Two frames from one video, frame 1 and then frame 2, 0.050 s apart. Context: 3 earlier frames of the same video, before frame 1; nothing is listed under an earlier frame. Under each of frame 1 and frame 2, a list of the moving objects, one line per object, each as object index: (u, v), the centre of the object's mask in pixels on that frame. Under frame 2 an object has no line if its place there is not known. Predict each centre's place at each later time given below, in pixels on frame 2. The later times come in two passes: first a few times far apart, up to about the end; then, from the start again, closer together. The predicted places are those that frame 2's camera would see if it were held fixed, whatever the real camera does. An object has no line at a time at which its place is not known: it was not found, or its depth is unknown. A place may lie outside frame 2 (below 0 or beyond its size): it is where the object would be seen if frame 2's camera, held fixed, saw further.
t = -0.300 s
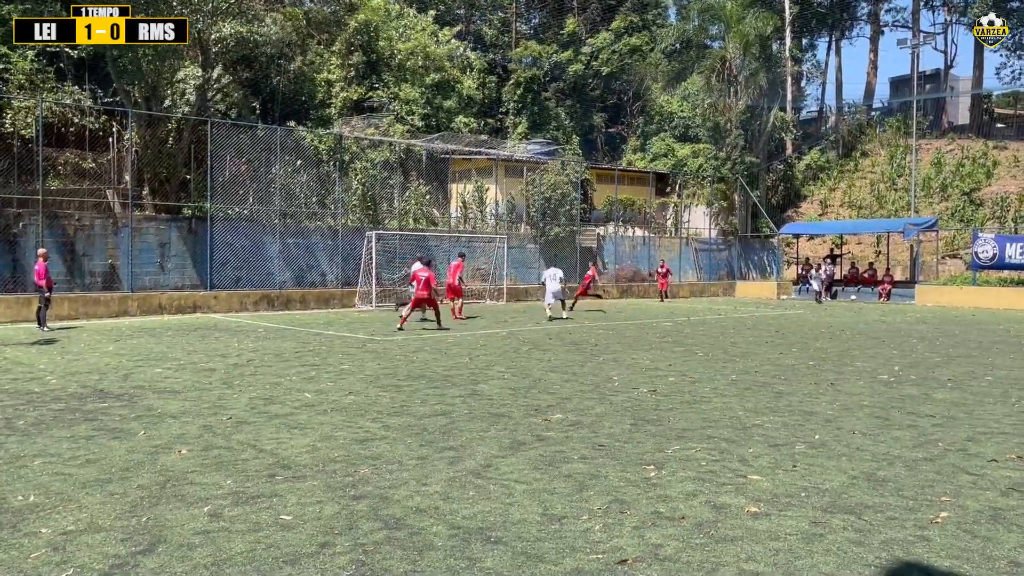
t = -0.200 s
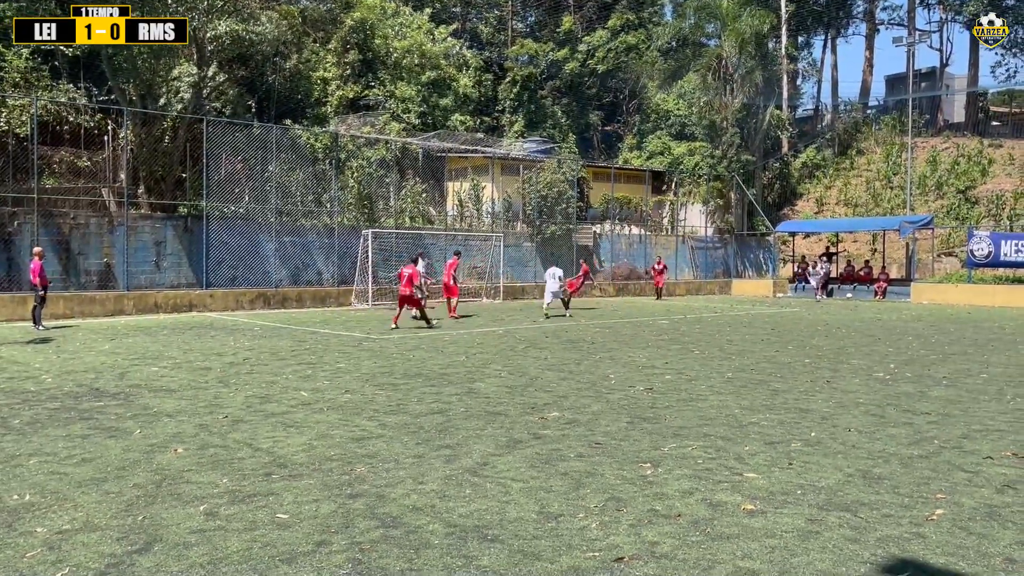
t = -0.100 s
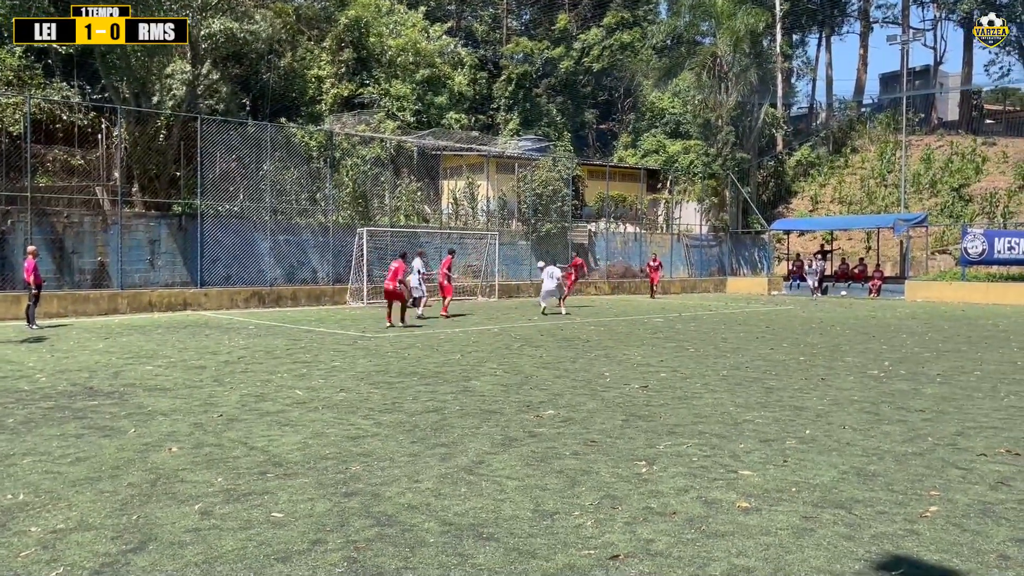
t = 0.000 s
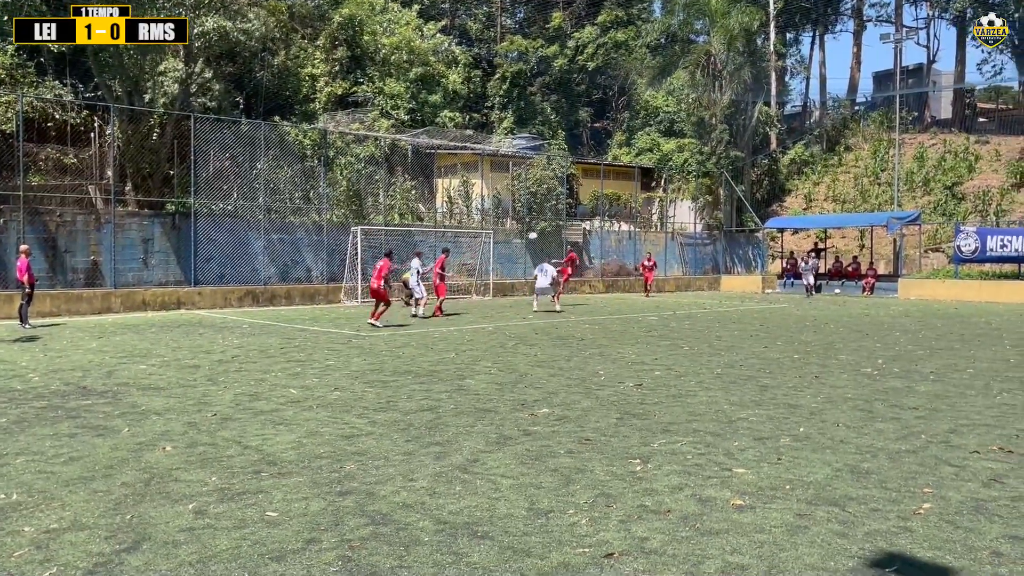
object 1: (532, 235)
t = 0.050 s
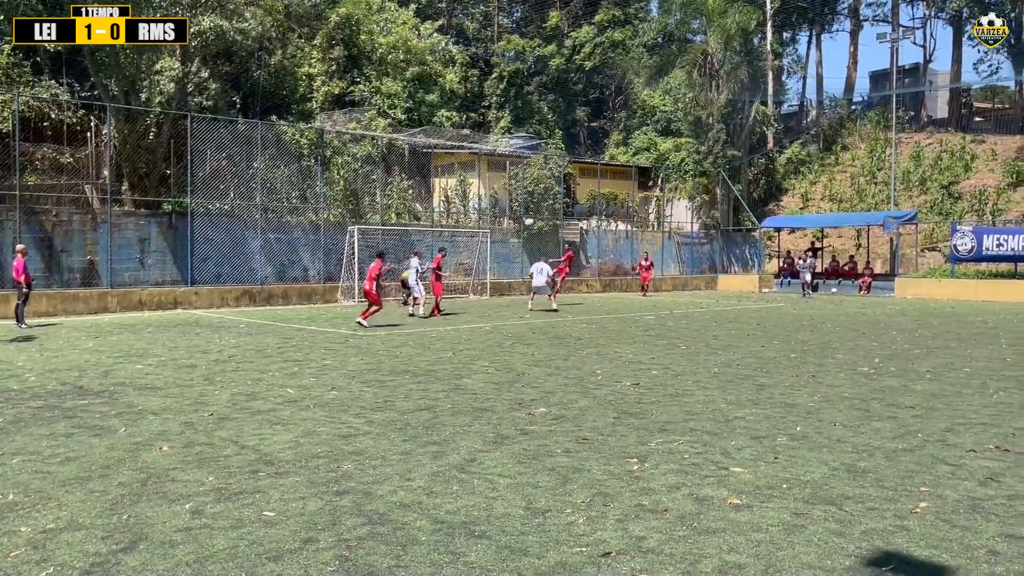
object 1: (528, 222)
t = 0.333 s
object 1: (527, 152)
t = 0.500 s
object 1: (532, 121)
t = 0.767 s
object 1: (548, 89)
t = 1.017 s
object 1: (589, 123)
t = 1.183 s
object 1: (653, 244)
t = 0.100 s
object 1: (528, 209)
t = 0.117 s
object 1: (528, 204)
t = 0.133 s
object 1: (528, 201)
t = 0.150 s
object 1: (527, 197)
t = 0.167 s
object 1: (527, 192)
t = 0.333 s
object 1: (527, 152)
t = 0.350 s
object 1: (528, 148)
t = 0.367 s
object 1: (529, 145)
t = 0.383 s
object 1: (529, 140)
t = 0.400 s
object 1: (529, 139)
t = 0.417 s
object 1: (529, 135)
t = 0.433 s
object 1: (529, 132)
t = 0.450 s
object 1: (530, 129)
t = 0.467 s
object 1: (530, 126)
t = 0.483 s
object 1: (531, 124)
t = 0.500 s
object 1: (532, 121)
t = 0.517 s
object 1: (532, 119)
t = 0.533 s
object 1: (533, 115)
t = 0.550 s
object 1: (534, 112)
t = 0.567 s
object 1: (534, 110)
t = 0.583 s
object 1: (535, 106)
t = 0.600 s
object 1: (536, 105)
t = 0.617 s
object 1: (537, 102)
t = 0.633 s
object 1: (538, 101)
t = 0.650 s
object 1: (539, 98)
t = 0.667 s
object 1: (540, 97)
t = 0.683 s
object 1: (541, 95)
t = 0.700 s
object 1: (542, 93)
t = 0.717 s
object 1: (543, 90)
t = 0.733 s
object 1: (544, 90)
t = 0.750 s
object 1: (546, 90)
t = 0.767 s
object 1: (548, 89)
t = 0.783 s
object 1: (550, 88)
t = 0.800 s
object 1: (551, 91)
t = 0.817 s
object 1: (553, 90)
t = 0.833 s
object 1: (555, 92)
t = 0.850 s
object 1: (557, 91)
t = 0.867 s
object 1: (559, 89)
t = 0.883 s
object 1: (562, 93)
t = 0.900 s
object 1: (565, 95)
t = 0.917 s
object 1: (568, 97)
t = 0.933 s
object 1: (571, 100)
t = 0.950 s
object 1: (575, 105)
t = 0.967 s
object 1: (578, 109)
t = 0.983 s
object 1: (581, 113)
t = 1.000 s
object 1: (585, 117)
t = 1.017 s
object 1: (589, 123)
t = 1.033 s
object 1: (594, 131)
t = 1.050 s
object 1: (598, 138)
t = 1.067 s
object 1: (603, 146)
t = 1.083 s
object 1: (608, 156)
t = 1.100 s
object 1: (614, 166)
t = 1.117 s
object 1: (620, 178)
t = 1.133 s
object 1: (628, 191)
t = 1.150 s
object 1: (634, 206)
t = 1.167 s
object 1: (643, 223)
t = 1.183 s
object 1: (653, 244)
